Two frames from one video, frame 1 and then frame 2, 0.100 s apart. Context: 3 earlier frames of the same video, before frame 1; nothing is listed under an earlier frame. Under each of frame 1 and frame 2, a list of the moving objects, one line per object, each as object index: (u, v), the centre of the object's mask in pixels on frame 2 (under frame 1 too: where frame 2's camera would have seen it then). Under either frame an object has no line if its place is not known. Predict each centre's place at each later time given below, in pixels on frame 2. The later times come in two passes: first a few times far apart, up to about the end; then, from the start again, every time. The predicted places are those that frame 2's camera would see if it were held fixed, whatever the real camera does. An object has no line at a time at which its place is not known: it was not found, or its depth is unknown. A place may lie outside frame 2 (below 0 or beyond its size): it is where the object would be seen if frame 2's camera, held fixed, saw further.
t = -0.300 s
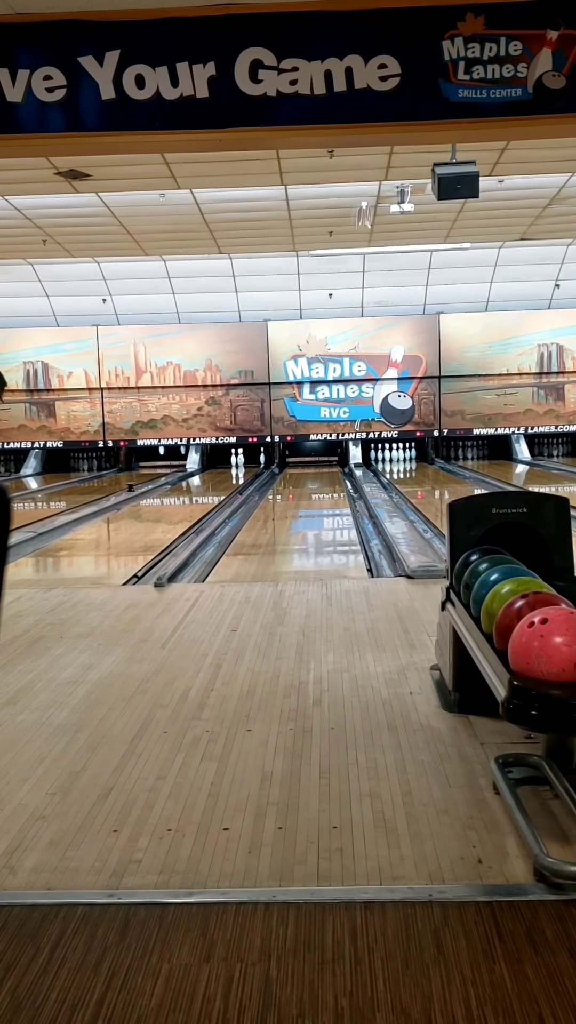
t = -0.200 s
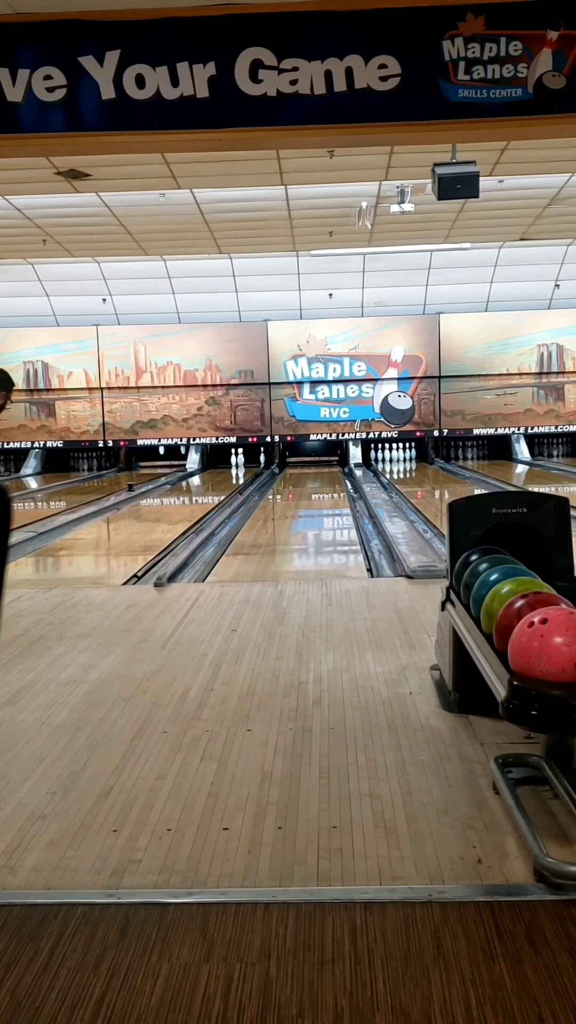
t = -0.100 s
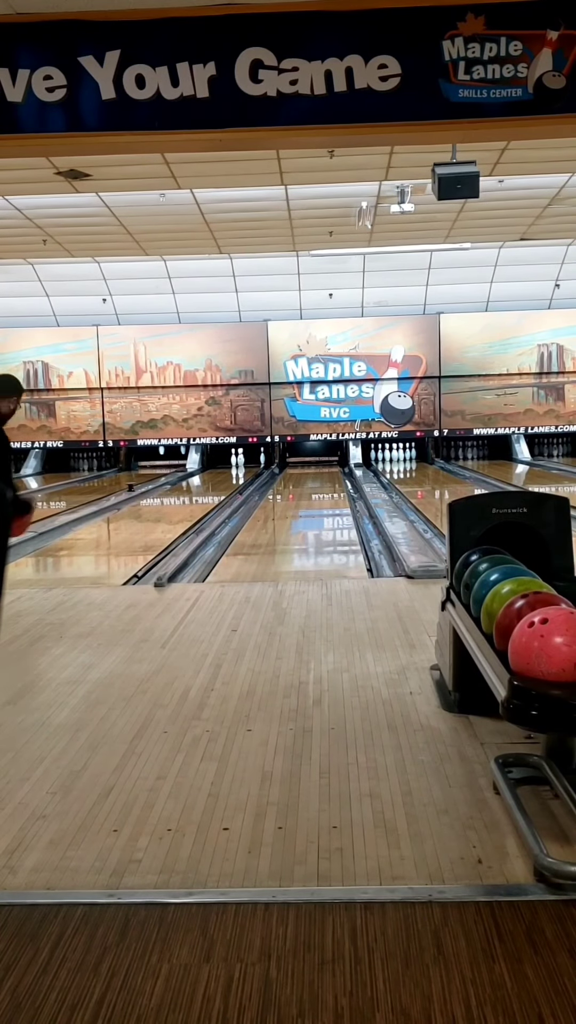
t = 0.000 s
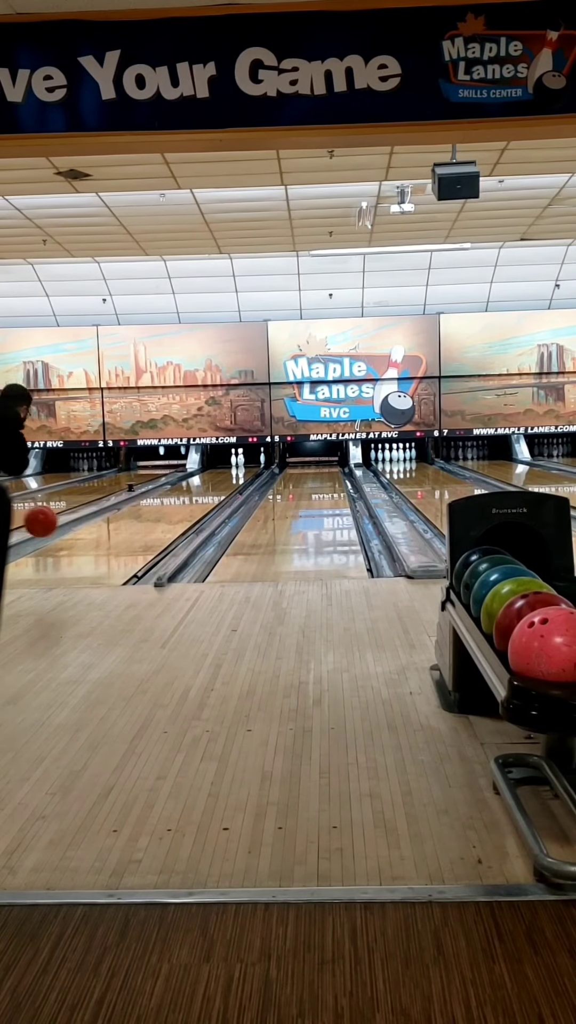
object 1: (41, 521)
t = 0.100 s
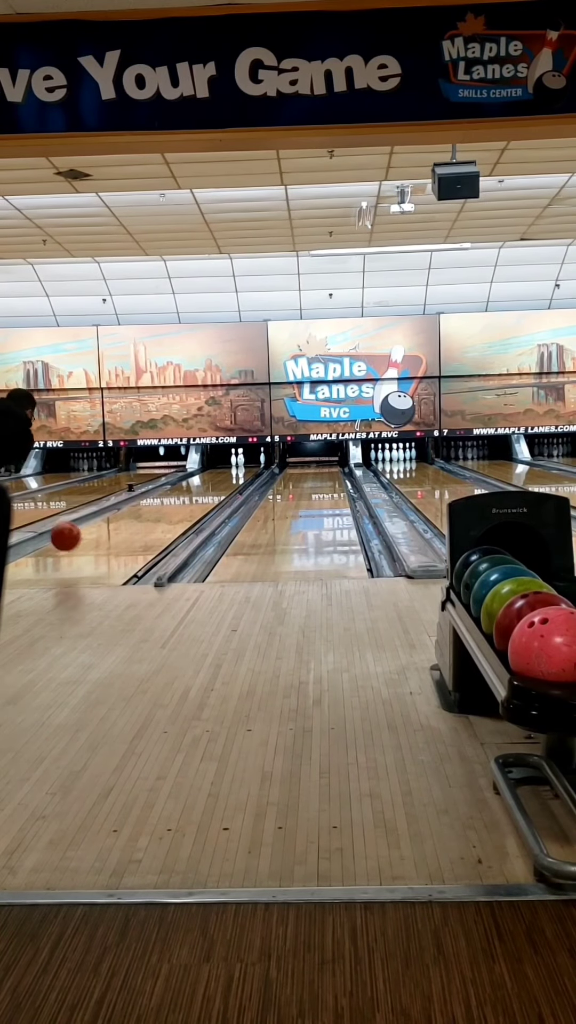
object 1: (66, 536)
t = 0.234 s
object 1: (91, 539)
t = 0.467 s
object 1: (125, 523)
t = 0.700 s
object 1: (149, 510)
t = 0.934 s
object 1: (167, 501)
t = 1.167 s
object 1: (181, 492)
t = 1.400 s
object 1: (193, 486)
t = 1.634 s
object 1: (202, 481)
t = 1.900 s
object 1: (210, 476)
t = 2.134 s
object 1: (216, 472)
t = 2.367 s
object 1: (220, 469)
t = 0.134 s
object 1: (73, 543)
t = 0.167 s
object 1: (80, 546)
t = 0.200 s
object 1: (86, 542)
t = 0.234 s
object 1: (91, 539)
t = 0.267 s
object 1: (97, 537)
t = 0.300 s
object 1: (102, 535)
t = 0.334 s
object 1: (107, 532)
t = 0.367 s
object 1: (112, 530)
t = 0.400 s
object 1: (116, 527)
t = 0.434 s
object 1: (121, 525)
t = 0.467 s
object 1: (125, 523)
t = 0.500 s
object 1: (129, 521)
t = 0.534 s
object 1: (132, 519)
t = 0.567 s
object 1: (136, 517)
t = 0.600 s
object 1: (139, 515)
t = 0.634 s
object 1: (142, 514)
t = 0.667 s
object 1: (146, 512)
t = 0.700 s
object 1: (149, 510)
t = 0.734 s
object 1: (152, 508)
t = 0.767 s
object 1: (154, 507)
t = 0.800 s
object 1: (157, 506)
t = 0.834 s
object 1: (160, 504)
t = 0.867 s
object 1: (162, 503)
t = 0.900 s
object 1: (165, 502)
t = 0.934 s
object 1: (167, 501)
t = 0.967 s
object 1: (169, 499)
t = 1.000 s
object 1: (171, 498)
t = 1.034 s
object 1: (173, 497)
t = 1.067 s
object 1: (176, 495)
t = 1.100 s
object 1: (178, 494)
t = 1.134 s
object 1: (179, 493)
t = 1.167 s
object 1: (181, 492)
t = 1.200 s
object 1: (183, 491)
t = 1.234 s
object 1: (185, 491)
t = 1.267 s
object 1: (186, 490)
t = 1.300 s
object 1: (188, 489)
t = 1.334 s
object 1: (190, 488)
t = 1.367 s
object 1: (191, 487)
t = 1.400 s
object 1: (193, 486)
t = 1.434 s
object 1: (194, 485)
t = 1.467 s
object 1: (195, 484)
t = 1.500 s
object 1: (197, 484)
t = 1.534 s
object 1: (198, 483)
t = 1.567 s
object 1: (199, 482)
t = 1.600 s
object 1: (201, 481)
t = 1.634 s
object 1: (202, 481)
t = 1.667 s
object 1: (203, 480)
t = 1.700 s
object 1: (204, 479)
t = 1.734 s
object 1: (206, 479)
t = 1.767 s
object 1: (206, 478)
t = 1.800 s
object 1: (207, 478)
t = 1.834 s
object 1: (208, 477)
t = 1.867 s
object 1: (209, 476)
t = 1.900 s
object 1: (210, 476)
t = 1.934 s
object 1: (211, 475)
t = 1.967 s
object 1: (212, 475)
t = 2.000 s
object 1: (213, 474)
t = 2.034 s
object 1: (214, 474)
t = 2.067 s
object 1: (215, 473)
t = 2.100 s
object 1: (215, 472)
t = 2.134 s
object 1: (216, 472)
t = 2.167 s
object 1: (216, 471)
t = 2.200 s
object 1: (217, 471)
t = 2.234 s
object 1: (218, 471)
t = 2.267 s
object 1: (219, 470)
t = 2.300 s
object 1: (219, 469)
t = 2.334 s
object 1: (220, 469)
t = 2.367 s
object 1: (220, 469)
